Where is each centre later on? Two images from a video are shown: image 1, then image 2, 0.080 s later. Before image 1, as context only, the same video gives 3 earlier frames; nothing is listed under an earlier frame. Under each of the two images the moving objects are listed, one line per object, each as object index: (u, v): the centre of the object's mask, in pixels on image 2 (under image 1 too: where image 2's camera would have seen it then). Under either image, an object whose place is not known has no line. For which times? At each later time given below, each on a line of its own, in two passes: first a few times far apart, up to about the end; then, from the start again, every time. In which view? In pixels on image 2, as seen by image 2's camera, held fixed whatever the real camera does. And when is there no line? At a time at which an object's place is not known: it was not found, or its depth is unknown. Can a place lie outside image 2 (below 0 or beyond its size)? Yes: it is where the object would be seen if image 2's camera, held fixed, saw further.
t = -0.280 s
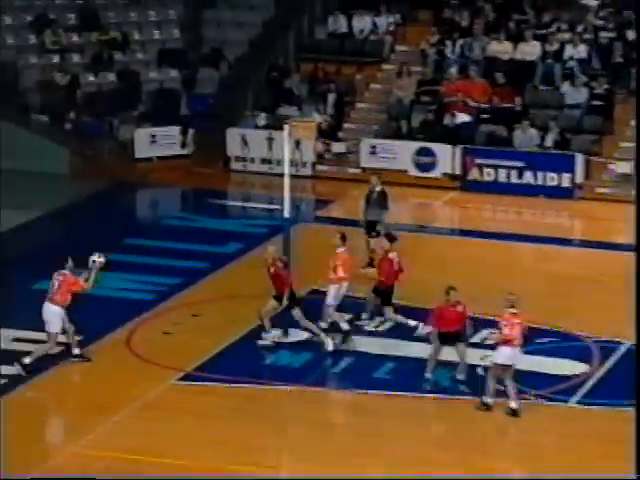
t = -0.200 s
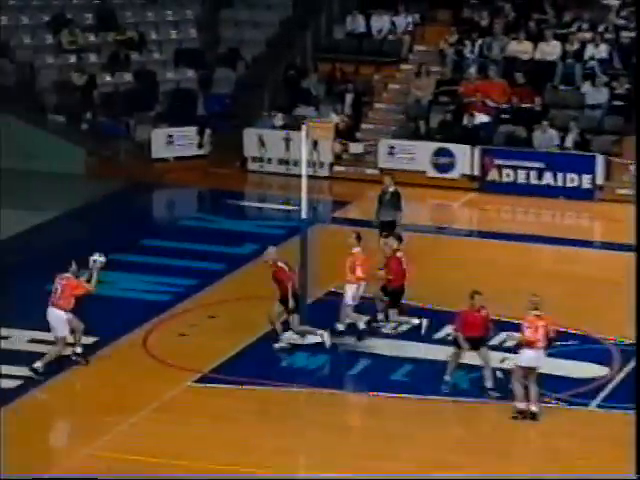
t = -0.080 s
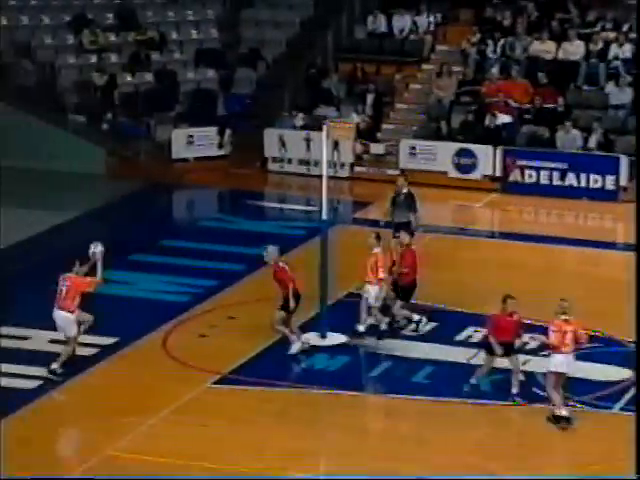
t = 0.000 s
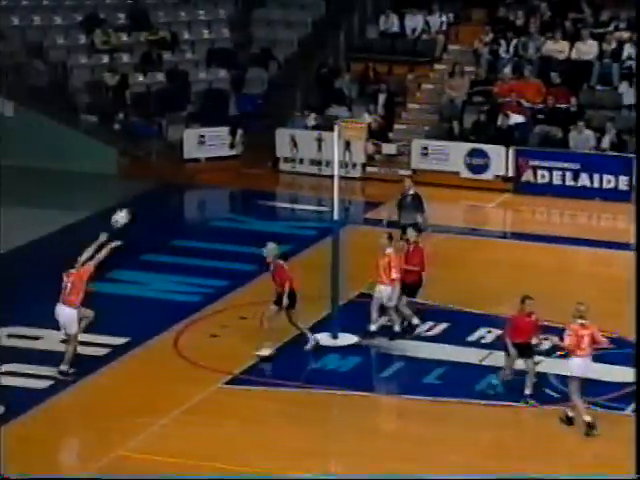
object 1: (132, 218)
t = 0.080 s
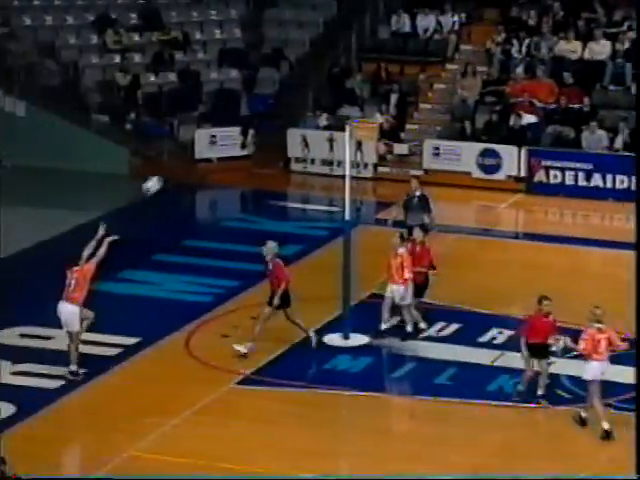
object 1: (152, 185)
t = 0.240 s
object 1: (189, 132)
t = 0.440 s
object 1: (238, 91)
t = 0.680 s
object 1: (287, 73)
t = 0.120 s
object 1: (162, 170)
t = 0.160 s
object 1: (172, 156)
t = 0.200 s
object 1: (181, 144)
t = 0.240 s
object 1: (189, 132)
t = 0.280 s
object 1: (201, 121)
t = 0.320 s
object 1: (210, 112)
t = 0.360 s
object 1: (220, 105)
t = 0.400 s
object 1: (229, 97)
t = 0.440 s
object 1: (238, 91)
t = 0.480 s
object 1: (247, 85)
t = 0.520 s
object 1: (256, 81)
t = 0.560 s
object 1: (265, 77)
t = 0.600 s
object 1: (275, 76)
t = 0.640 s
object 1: (283, 75)
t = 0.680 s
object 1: (287, 73)
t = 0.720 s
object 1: (292, 73)
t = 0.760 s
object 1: (297, 73)
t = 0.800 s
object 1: (302, 74)
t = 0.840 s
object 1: (306, 74)
